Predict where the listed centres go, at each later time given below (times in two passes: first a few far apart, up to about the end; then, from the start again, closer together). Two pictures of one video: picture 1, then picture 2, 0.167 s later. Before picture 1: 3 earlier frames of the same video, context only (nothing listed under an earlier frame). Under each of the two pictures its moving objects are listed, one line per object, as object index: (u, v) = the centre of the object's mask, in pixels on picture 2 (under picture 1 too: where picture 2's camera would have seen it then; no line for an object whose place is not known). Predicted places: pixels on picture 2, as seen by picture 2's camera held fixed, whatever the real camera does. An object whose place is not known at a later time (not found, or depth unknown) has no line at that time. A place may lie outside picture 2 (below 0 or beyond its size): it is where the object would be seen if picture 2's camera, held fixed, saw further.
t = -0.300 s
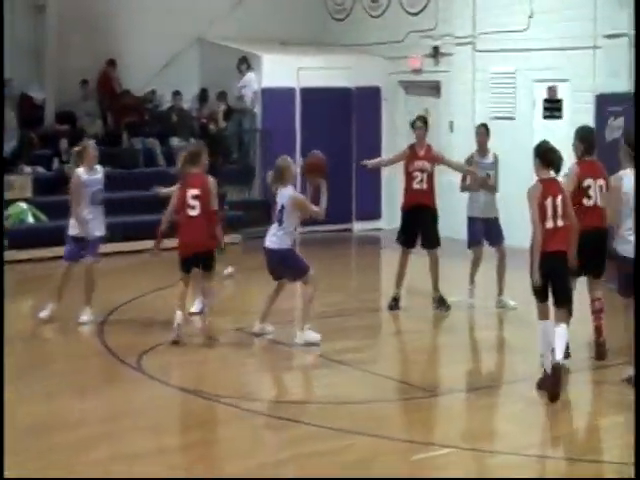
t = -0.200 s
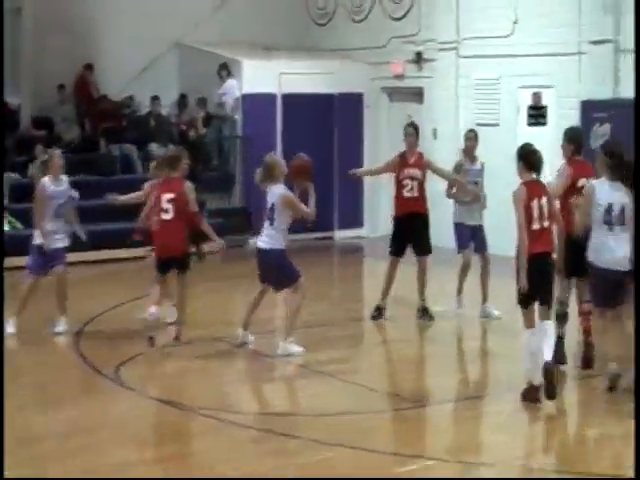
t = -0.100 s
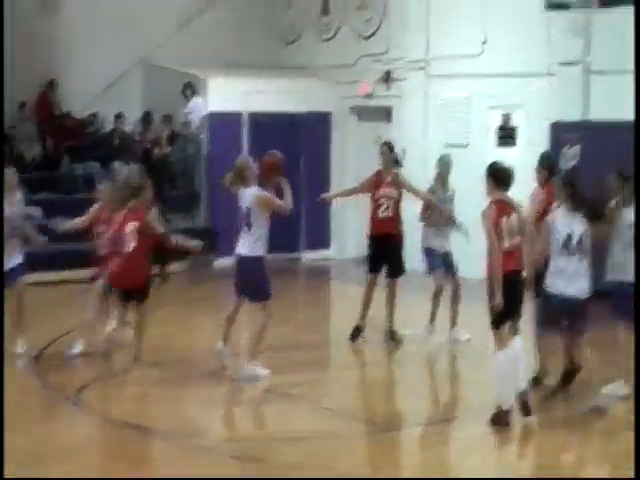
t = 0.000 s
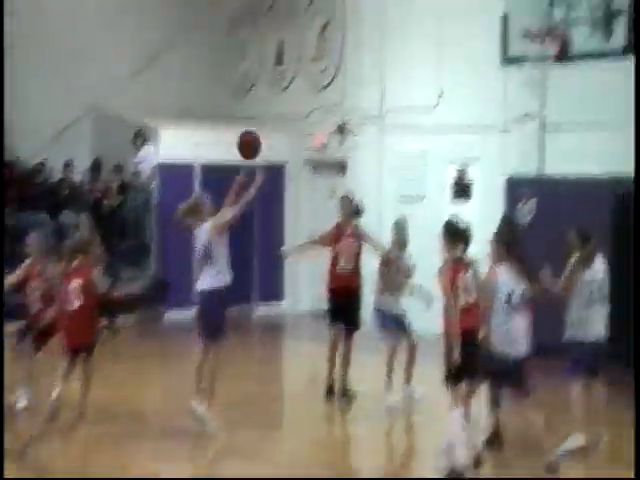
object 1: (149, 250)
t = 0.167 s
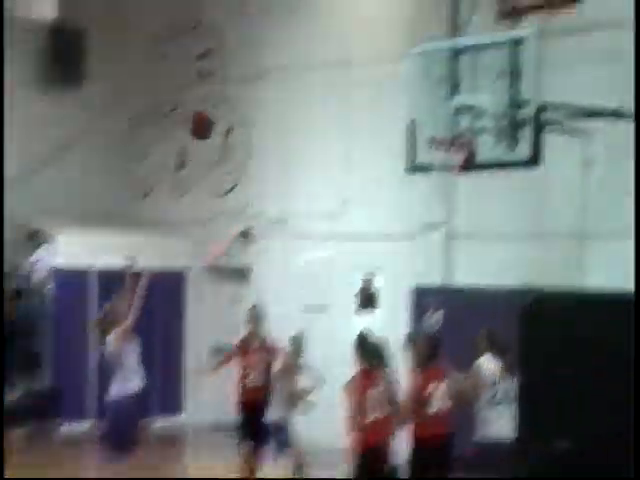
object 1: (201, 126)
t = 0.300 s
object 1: (239, 55)
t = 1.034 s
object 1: (426, 99)
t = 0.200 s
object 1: (211, 105)
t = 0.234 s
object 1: (221, 87)
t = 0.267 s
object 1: (231, 71)
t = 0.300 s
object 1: (239, 55)
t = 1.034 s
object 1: (426, 99)
